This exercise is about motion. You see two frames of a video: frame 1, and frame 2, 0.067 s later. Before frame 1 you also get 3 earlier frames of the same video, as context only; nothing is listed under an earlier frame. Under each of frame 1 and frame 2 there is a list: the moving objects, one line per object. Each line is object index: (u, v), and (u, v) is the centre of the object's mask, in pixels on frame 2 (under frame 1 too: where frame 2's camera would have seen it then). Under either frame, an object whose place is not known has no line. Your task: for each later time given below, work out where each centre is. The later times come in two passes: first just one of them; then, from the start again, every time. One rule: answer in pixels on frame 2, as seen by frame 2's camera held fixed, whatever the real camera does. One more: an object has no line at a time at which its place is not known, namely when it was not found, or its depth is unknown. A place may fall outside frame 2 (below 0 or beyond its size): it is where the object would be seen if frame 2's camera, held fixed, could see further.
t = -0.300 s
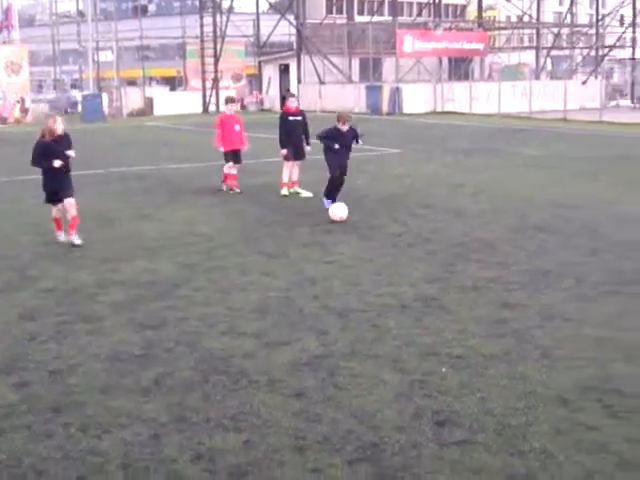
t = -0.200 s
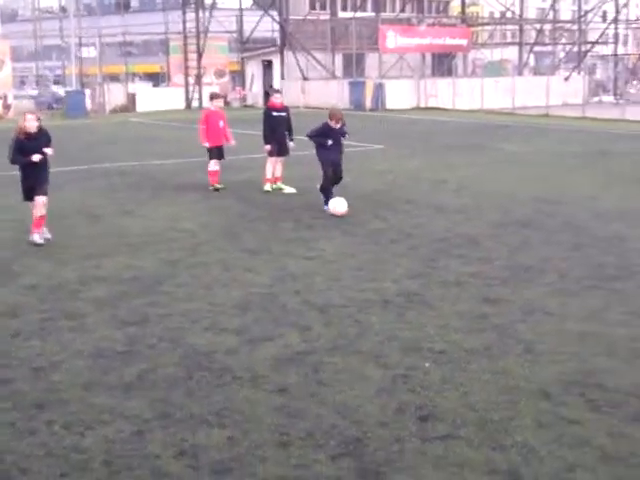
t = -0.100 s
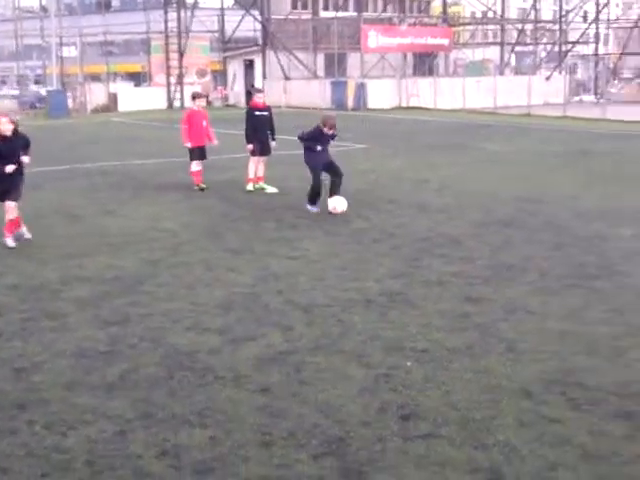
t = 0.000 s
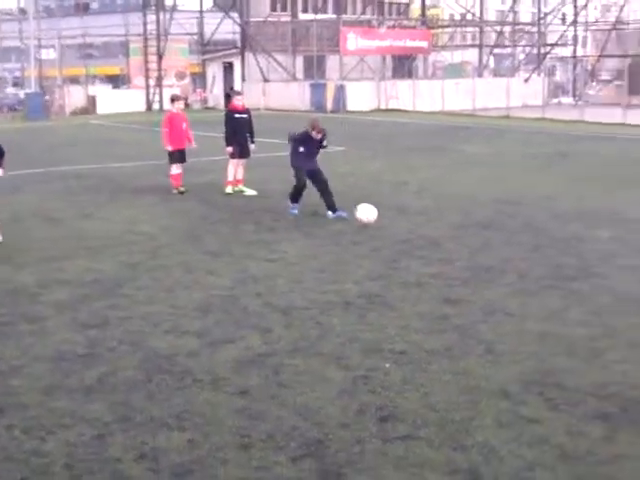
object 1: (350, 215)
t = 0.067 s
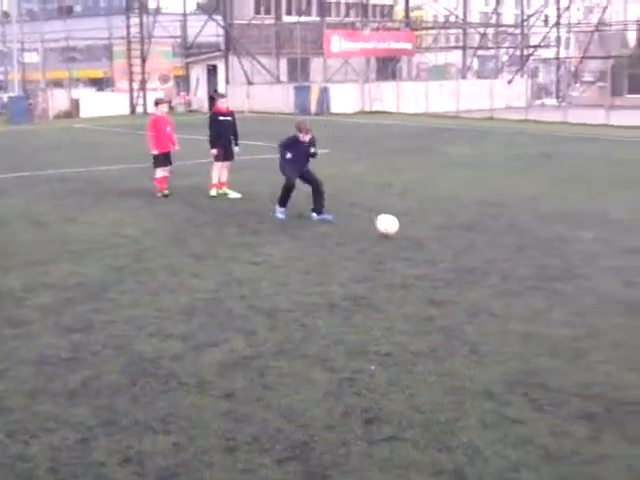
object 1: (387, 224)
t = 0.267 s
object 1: (508, 248)
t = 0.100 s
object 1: (406, 229)
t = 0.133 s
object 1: (425, 231)
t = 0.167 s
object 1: (444, 234)
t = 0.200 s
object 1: (465, 239)
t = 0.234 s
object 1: (487, 245)
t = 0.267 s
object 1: (508, 248)
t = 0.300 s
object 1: (530, 252)
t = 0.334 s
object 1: (554, 257)
